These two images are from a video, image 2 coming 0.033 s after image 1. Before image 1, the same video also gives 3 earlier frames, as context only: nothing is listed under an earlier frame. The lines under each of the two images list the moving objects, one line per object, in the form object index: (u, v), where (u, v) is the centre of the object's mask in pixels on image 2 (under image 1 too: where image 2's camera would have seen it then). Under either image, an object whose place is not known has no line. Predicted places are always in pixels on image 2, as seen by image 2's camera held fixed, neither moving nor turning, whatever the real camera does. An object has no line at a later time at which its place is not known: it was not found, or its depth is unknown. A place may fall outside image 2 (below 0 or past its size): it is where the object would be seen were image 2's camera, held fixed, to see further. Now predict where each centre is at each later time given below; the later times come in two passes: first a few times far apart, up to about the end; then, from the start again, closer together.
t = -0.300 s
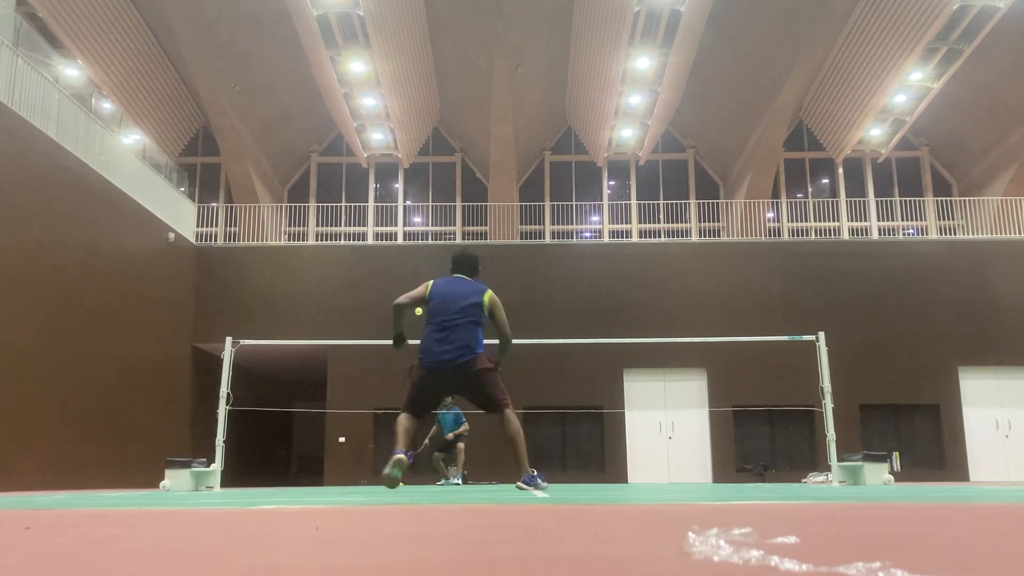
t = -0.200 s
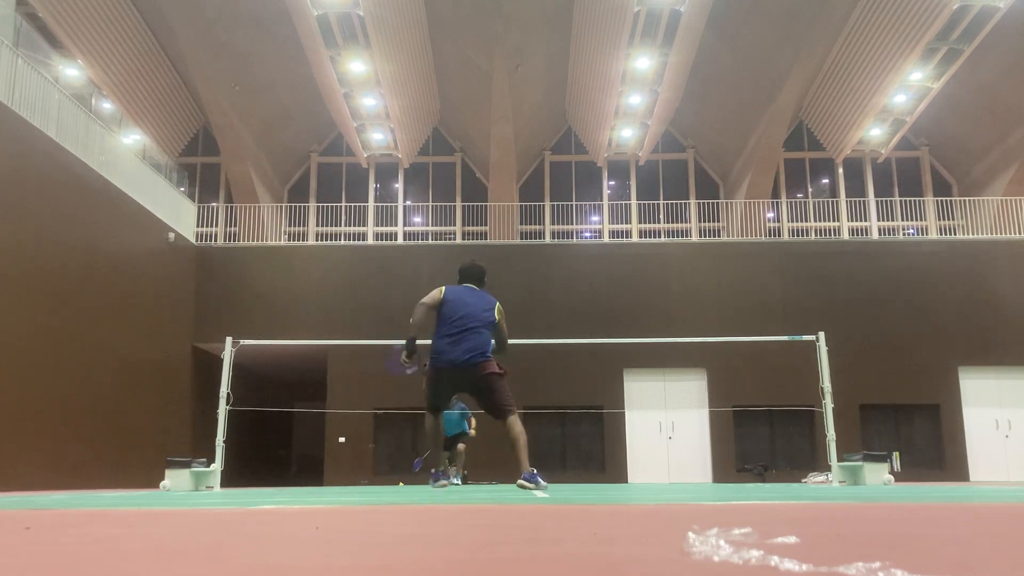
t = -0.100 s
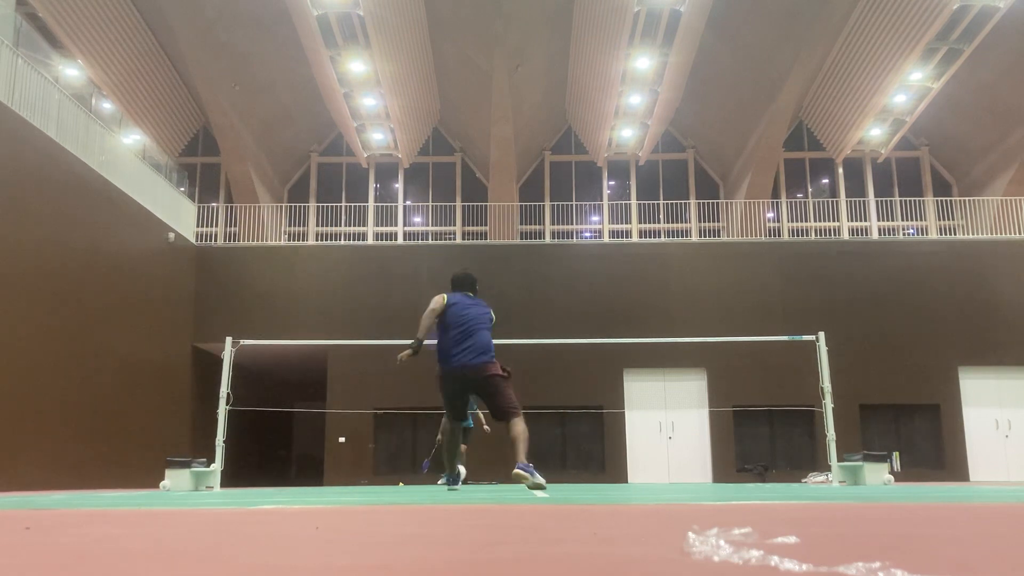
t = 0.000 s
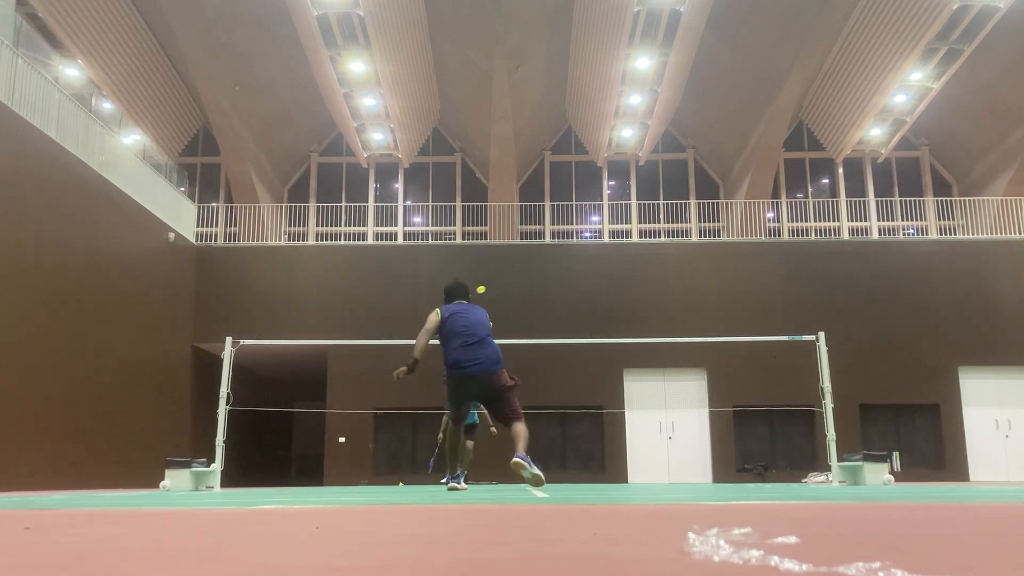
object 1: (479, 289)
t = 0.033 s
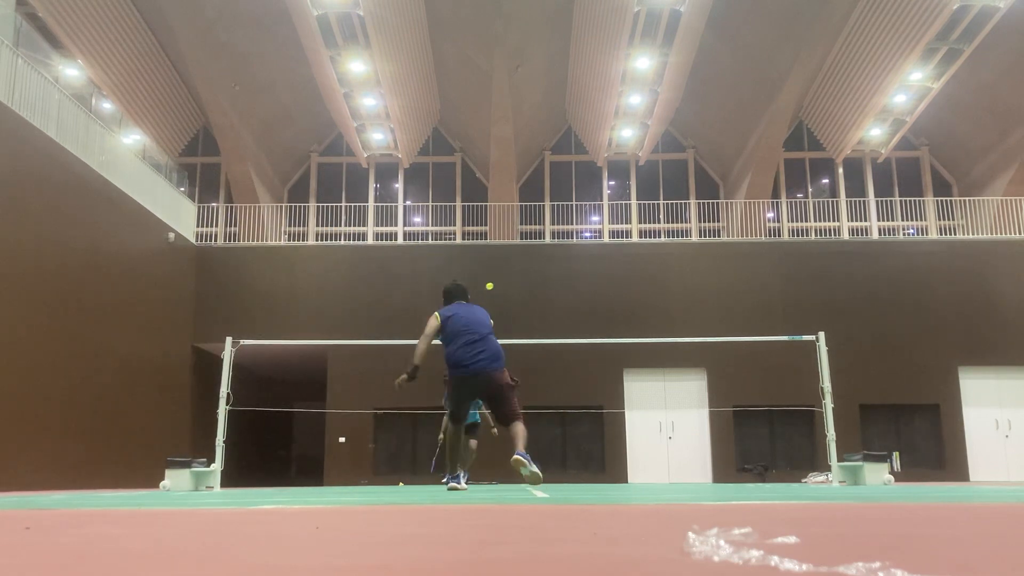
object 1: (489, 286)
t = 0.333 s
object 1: (533, 296)
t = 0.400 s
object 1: (539, 305)
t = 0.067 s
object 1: (496, 283)
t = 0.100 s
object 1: (503, 282)
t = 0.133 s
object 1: (509, 281)
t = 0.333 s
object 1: (533, 296)
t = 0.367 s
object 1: (536, 300)
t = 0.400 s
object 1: (539, 305)
